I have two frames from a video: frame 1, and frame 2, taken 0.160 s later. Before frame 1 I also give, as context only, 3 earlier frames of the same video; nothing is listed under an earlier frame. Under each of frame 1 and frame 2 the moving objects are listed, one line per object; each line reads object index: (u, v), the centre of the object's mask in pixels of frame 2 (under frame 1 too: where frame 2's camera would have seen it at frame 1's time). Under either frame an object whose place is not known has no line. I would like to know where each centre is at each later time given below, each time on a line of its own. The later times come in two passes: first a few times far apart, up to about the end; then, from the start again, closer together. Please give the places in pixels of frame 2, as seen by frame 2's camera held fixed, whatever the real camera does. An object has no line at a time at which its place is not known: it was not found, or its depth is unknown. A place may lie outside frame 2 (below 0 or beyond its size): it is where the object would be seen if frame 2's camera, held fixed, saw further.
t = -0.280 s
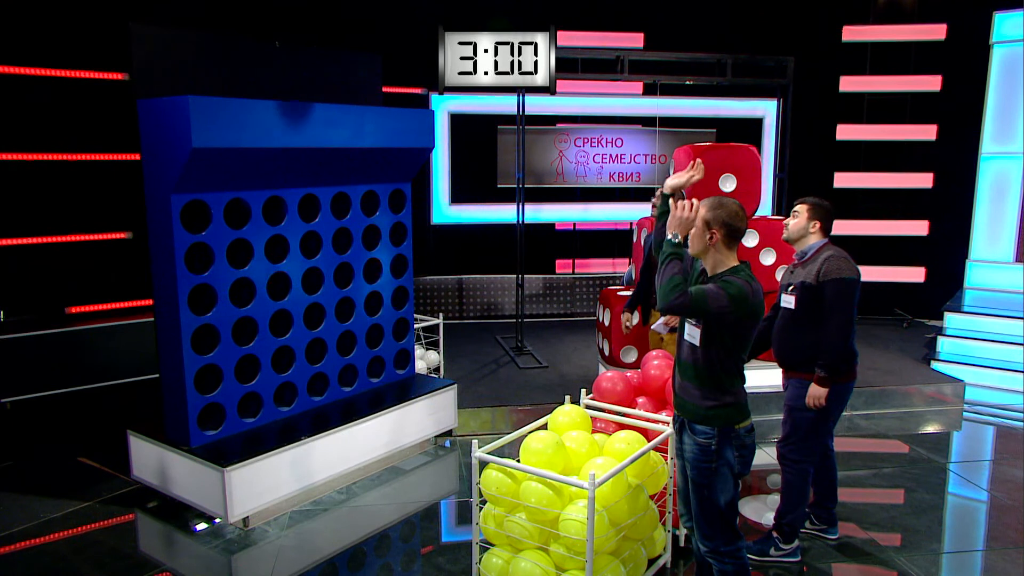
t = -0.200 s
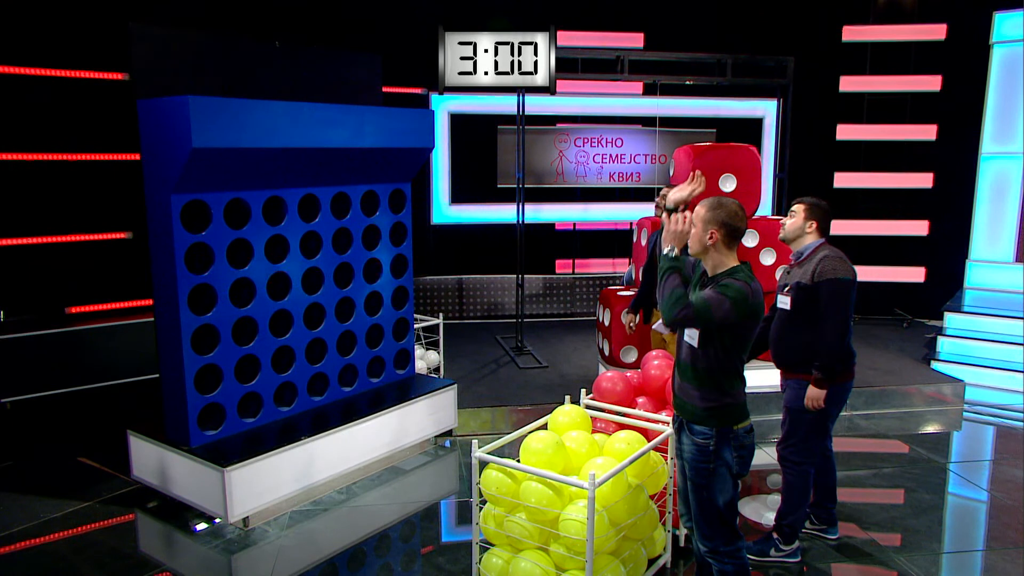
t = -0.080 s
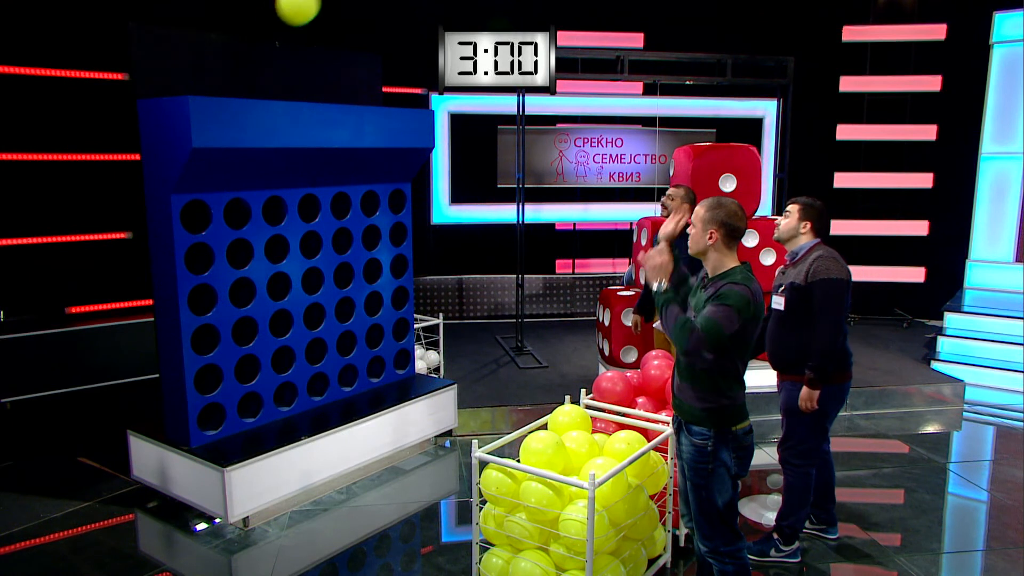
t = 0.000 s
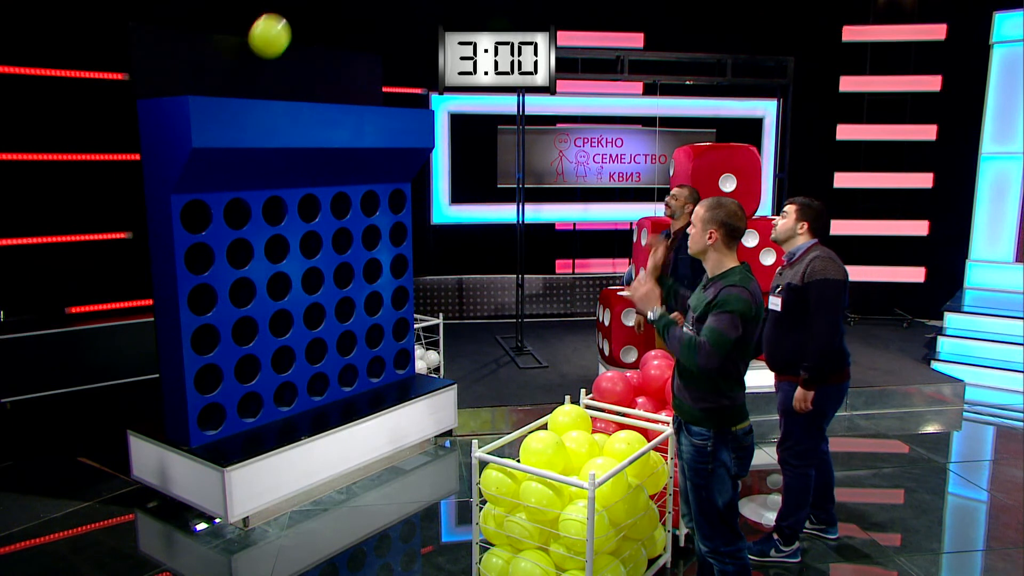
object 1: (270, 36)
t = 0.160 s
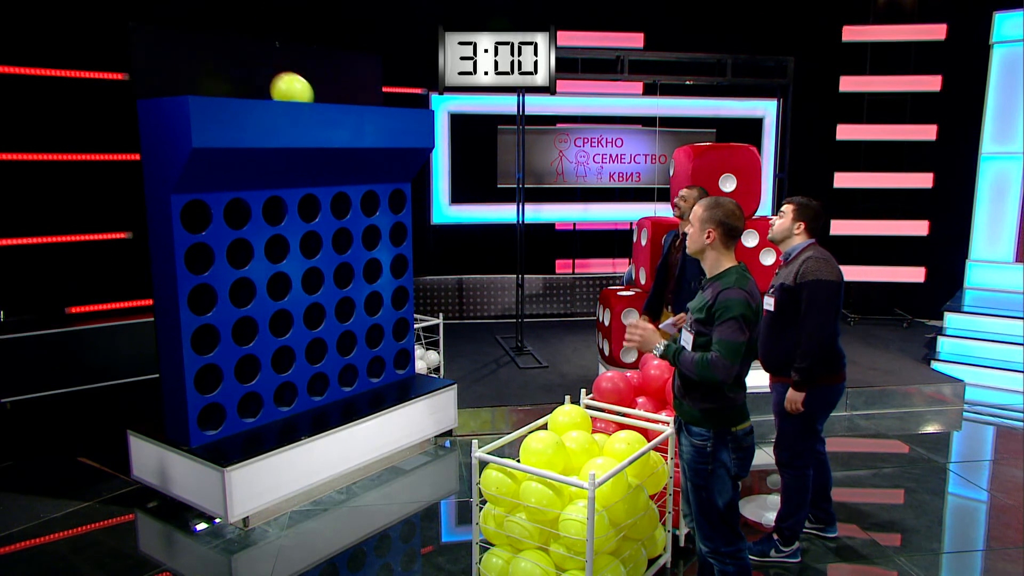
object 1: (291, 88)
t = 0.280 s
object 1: (259, 74)
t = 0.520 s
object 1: (298, 71)
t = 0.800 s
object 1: (325, 98)
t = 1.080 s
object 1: (356, 269)
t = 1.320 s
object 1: (385, 501)
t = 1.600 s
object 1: (387, 358)
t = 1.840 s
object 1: (388, 305)
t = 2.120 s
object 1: (394, 390)
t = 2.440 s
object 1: (403, 567)
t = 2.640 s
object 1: (389, 488)
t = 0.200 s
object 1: (279, 83)
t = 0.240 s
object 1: (267, 77)
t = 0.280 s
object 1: (259, 74)
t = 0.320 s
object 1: (266, 71)
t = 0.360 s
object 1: (274, 71)
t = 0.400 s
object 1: (281, 74)
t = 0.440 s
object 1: (290, 79)
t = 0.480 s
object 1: (295, 79)
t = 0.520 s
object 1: (298, 71)
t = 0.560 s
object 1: (301, 67)
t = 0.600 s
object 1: (305, 65)
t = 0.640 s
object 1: (308, 66)
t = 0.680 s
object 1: (312, 70)
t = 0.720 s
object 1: (316, 76)
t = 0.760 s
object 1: (321, 85)
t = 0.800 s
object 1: (325, 98)
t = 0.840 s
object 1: (329, 113)
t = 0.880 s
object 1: (334, 133)
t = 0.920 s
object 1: (339, 155)
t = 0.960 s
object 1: (343, 179)
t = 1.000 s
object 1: (348, 207)
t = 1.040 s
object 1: (352, 237)
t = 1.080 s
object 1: (356, 269)
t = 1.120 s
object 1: (361, 304)
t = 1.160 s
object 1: (365, 341)
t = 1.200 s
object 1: (370, 379)
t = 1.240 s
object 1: (373, 410)
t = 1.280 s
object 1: (380, 459)
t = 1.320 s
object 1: (385, 501)
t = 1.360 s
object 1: (388, 508)
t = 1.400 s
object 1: (388, 477)
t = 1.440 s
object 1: (387, 449)
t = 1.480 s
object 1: (386, 419)
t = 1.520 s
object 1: (386, 396)
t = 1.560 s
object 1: (386, 378)
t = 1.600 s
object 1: (387, 358)
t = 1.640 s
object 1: (387, 342)
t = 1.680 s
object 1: (387, 329)
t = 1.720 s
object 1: (387, 318)
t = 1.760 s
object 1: (387, 311)
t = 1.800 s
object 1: (387, 306)
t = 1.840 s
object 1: (388, 305)
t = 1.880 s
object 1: (388, 307)
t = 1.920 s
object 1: (389, 312)
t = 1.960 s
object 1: (390, 321)
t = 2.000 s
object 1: (391, 333)
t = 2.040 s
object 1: (392, 349)
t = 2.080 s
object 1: (393, 370)
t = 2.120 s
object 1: (394, 390)
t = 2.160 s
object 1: (396, 417)
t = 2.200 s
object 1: (398, 452)
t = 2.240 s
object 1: (400, 487)
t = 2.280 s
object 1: (402, 525)
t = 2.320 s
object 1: (403, 554)
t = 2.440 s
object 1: (403, 567)
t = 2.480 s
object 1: (399, 555)
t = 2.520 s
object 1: (397, 540)
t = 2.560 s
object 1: (394, 520)
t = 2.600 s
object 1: (391, 502)
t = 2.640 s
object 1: (389, 488)
